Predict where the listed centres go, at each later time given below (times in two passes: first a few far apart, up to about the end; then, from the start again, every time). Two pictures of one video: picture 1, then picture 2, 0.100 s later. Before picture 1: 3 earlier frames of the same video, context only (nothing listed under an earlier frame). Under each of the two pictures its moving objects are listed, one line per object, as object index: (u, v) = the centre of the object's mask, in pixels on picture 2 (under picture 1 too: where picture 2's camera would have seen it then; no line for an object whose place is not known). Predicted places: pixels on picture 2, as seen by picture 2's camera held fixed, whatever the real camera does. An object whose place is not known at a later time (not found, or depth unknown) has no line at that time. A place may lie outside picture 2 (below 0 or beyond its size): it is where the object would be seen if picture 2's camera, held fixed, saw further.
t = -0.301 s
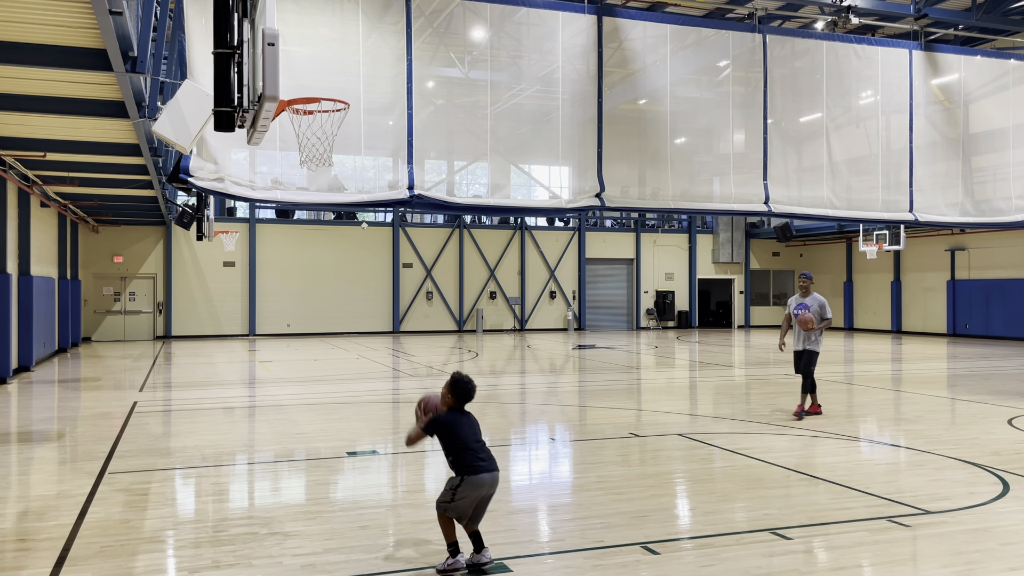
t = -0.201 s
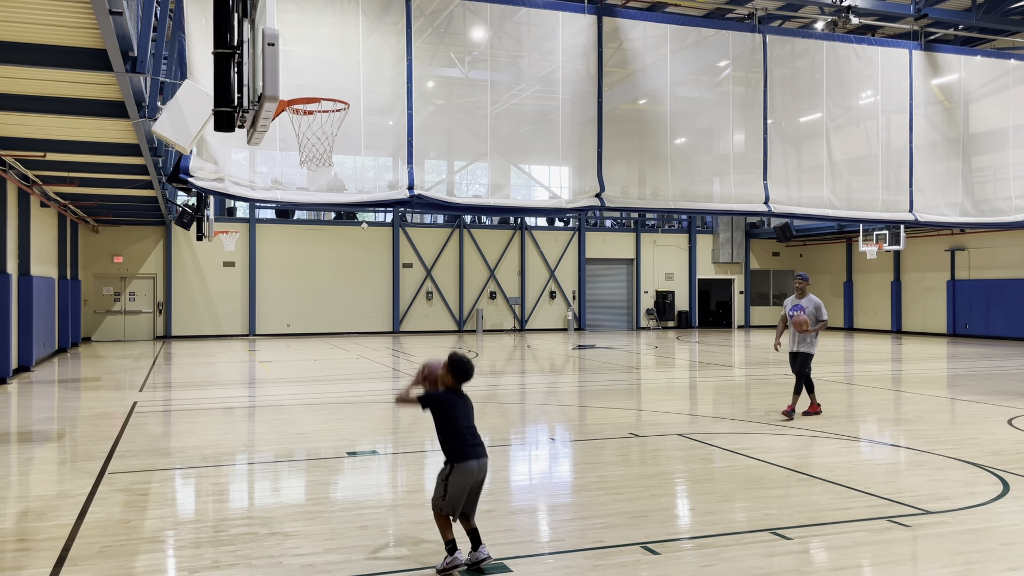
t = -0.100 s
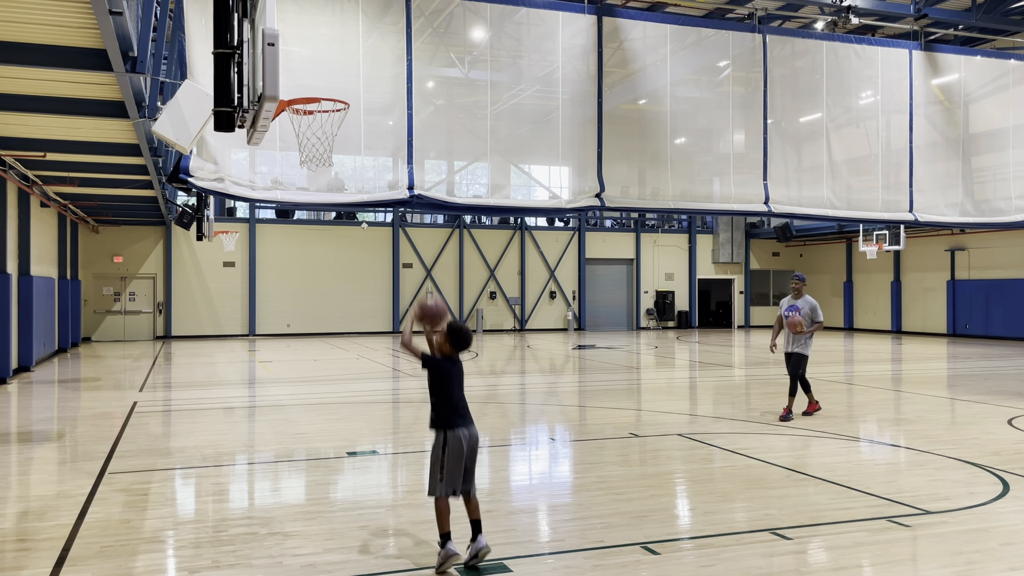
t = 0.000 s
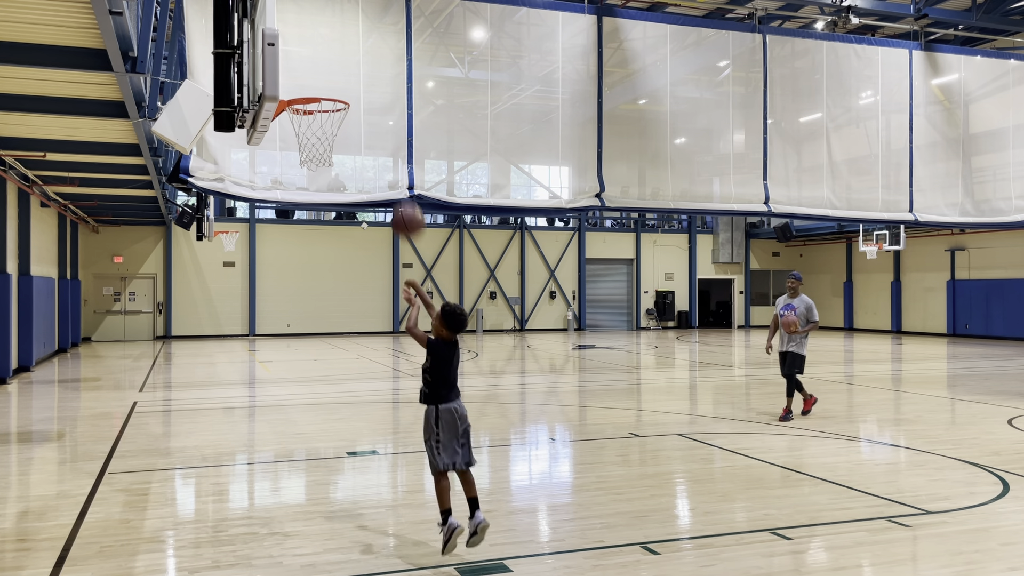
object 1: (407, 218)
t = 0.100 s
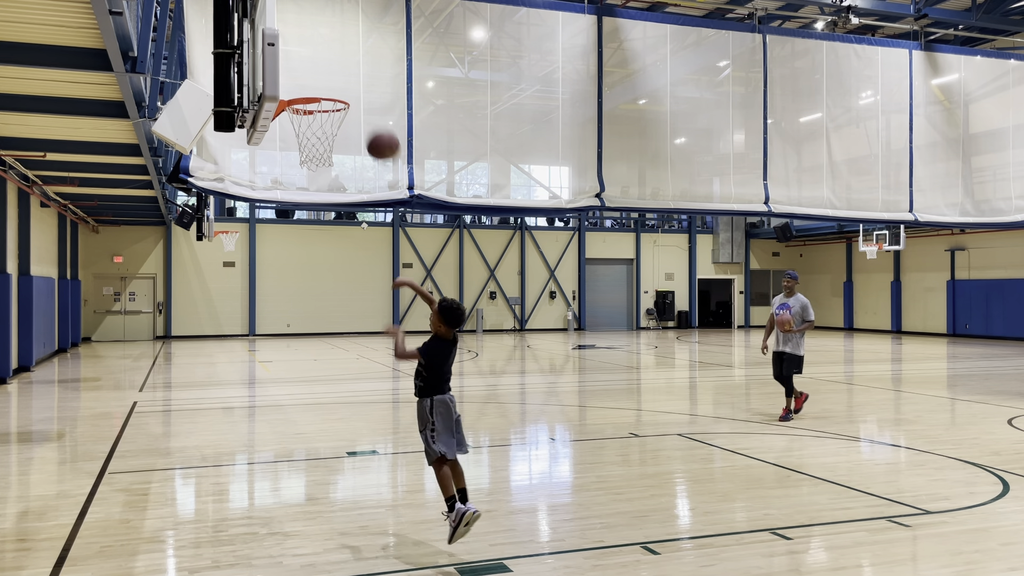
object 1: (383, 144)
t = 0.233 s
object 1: (352, 73)
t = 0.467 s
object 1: (304, 15)
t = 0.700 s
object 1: (292, 38)
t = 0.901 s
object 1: (311, 115)
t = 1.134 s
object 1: (330, 164)
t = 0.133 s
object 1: (375, 124)
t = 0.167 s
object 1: (367, 105)
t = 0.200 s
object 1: (359, 88)
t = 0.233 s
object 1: (352, 73)
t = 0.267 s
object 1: (344, 59)
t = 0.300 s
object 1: (337, 48)
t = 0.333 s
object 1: (330, 37)
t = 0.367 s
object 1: (324, 29)
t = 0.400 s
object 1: (317, 23)
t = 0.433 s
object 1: (310, 17)
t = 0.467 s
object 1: (304, 15)
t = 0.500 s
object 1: (298, 13)
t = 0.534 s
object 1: (291, 13)
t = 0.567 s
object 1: (287, 14)
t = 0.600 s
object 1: (285, 16)
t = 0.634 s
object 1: (287, 22)
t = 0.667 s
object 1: (289, 29)
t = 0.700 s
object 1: (292, 38)
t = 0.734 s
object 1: (295, 47)
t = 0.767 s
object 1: (298, 58)
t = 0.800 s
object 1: (301, 70)
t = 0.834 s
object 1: (304, 84)
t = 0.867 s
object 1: (309, 96)
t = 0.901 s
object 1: (311, 115)
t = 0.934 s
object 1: (313, 128)
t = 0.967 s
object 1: (317, 137)
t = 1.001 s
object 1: (319, 143)
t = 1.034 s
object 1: (322, 147)
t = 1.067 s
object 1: (325, 151)
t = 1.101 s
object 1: (329, 159)
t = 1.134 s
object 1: (330, 164)
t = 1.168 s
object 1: (333, 173)
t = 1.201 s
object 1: (335, 182)
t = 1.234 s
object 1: (337, 193)
